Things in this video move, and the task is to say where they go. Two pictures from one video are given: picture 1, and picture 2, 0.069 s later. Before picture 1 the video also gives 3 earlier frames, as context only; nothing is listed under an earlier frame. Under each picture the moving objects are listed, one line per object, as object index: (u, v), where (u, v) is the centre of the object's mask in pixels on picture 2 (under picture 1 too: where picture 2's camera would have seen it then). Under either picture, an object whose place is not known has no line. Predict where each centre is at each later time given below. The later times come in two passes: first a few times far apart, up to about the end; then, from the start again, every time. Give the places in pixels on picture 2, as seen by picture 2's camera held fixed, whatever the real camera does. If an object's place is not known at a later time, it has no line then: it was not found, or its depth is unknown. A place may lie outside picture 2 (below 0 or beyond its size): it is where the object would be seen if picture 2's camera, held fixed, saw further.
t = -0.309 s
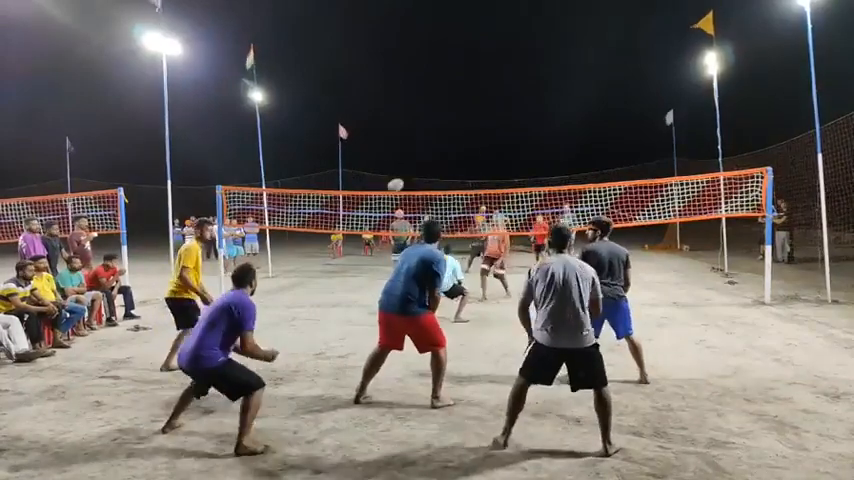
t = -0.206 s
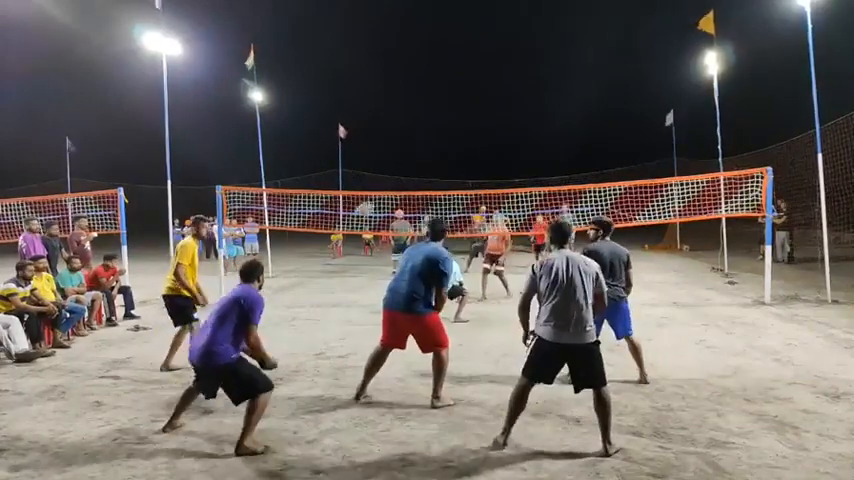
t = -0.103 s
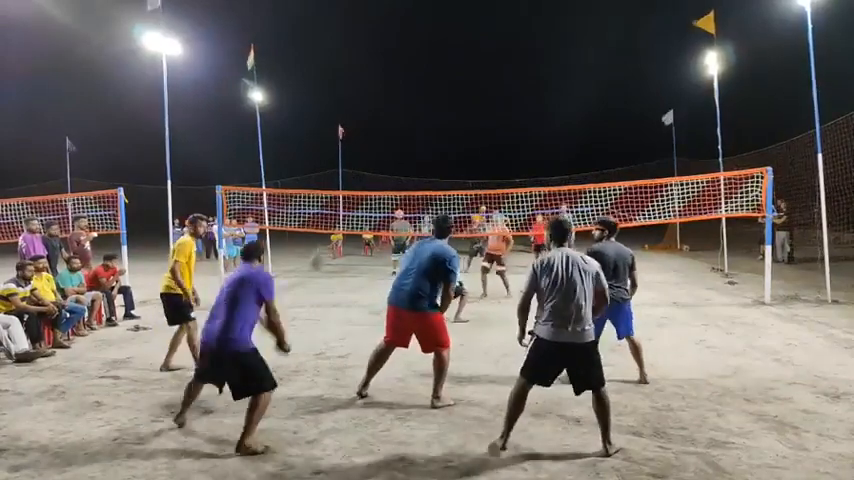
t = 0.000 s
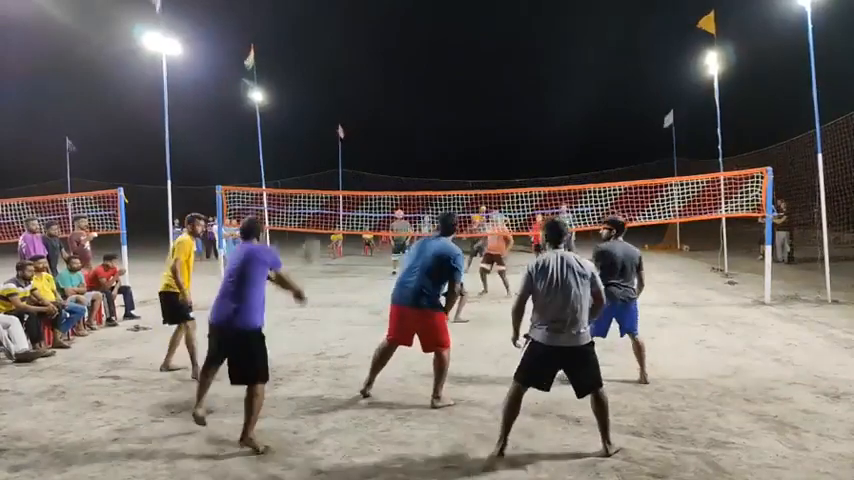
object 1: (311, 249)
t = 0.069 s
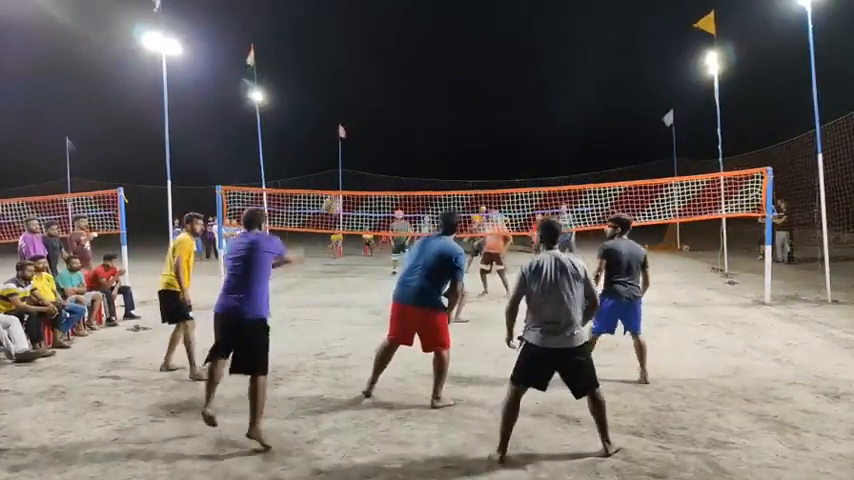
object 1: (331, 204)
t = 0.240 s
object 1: (375, 132)
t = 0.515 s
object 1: (421, 92)
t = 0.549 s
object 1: (425, 92)
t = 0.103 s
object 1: (343, 183)
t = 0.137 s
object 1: (351, 170)
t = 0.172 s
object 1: (359, 156)
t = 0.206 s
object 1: (368, 142)
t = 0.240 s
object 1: (375, 132)
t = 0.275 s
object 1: (382, 123)
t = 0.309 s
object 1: (389, 115)
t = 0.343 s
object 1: (395, 109)
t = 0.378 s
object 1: (400, 103)
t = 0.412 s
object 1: (406, 99)
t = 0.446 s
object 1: (411, 96)
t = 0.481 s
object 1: (416, 94)
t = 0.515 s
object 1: (421, 92)
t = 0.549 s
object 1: (425, 92)
